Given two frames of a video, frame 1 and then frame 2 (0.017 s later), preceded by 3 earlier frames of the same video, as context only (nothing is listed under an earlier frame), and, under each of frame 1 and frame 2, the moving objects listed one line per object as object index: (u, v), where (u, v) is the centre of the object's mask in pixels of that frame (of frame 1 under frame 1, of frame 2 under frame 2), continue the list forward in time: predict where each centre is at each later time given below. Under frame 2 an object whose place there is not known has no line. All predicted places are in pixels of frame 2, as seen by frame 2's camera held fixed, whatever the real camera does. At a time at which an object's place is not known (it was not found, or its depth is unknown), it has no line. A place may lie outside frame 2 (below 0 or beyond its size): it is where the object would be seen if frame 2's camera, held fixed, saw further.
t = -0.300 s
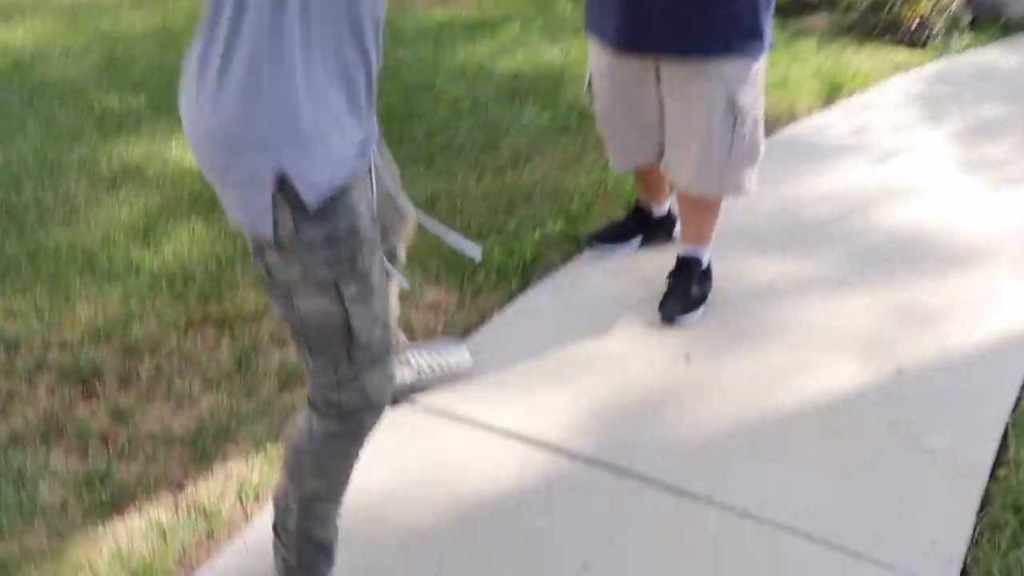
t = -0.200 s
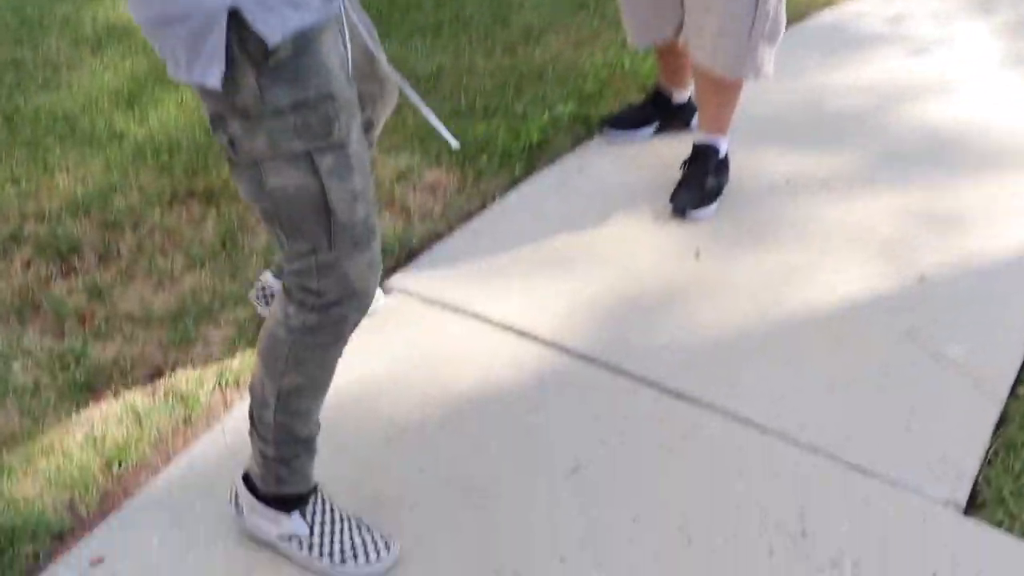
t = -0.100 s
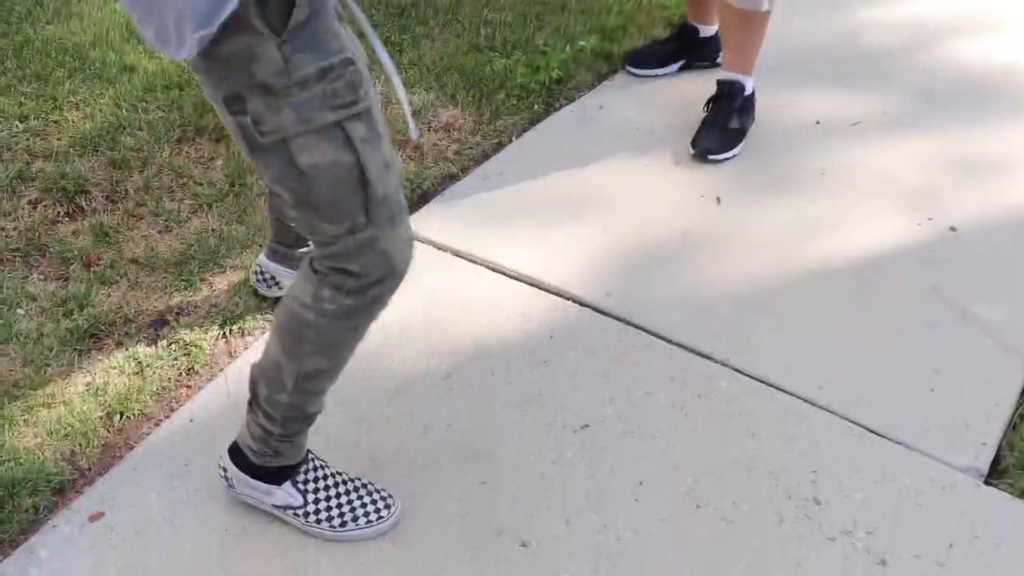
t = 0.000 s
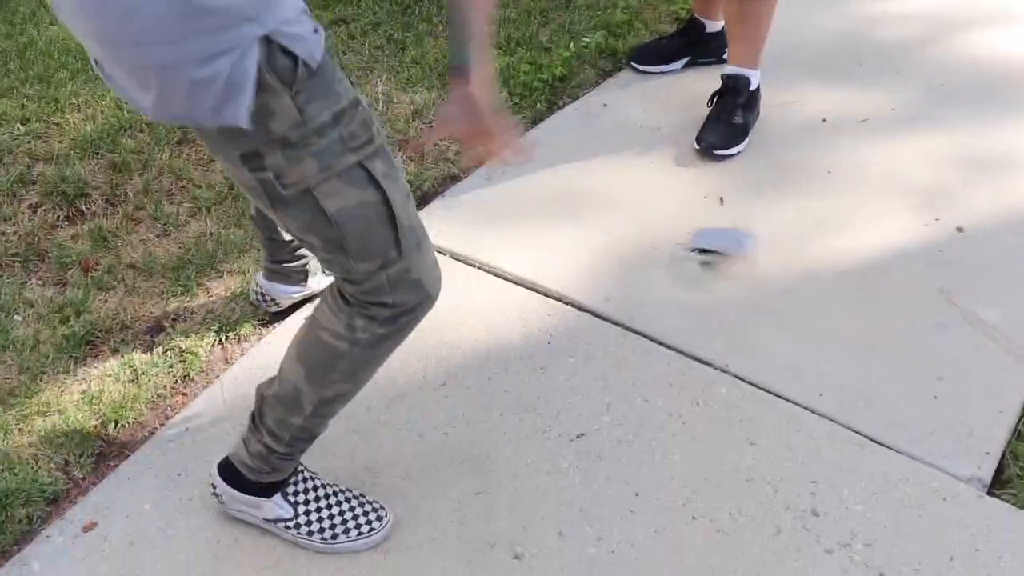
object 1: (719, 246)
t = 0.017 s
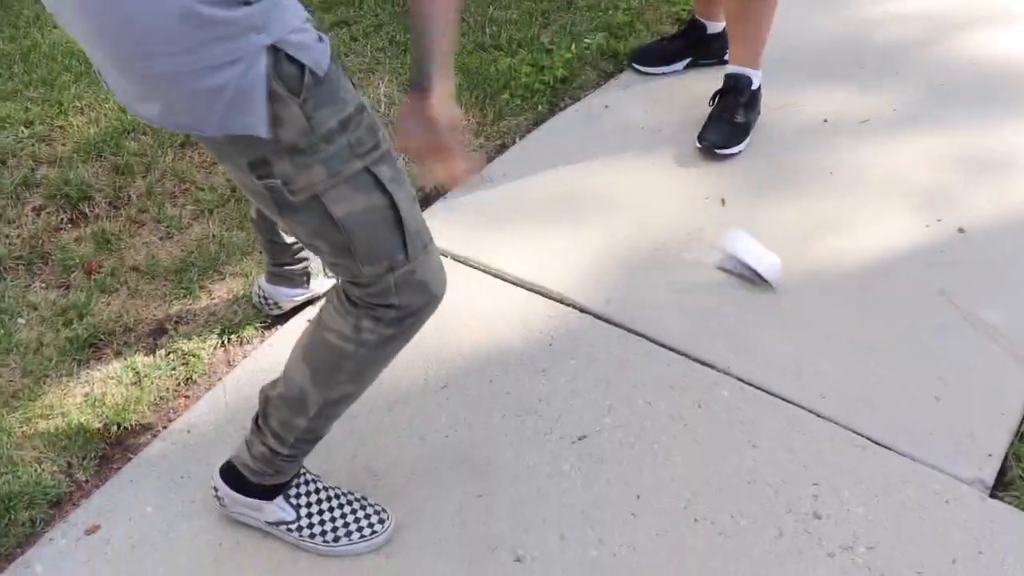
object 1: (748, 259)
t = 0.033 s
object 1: (765, 264)
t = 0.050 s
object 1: (782, 267)
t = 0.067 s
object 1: (833, 260)
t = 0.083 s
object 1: (853, 262)
